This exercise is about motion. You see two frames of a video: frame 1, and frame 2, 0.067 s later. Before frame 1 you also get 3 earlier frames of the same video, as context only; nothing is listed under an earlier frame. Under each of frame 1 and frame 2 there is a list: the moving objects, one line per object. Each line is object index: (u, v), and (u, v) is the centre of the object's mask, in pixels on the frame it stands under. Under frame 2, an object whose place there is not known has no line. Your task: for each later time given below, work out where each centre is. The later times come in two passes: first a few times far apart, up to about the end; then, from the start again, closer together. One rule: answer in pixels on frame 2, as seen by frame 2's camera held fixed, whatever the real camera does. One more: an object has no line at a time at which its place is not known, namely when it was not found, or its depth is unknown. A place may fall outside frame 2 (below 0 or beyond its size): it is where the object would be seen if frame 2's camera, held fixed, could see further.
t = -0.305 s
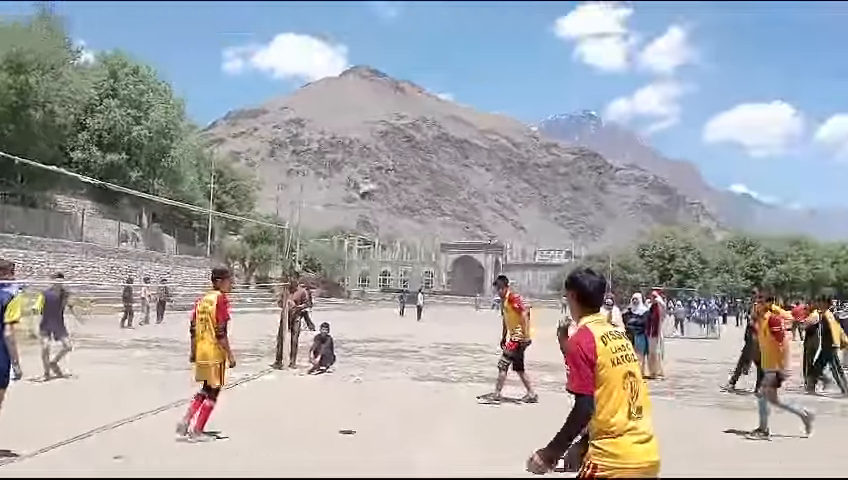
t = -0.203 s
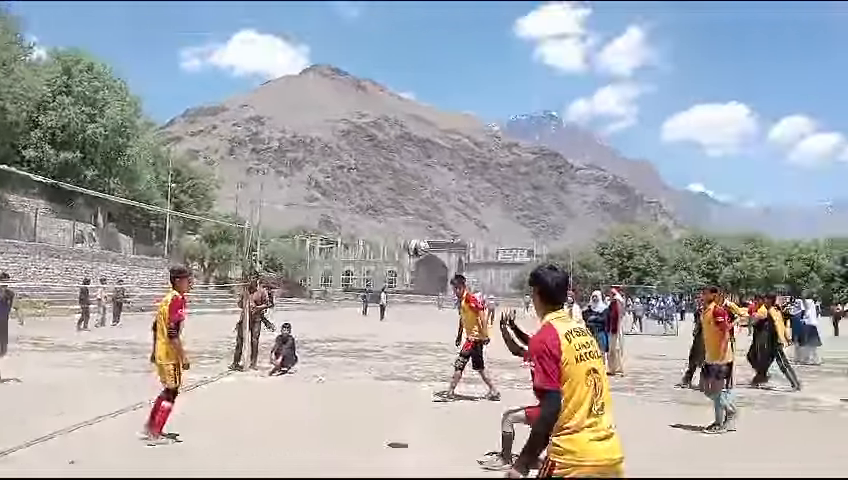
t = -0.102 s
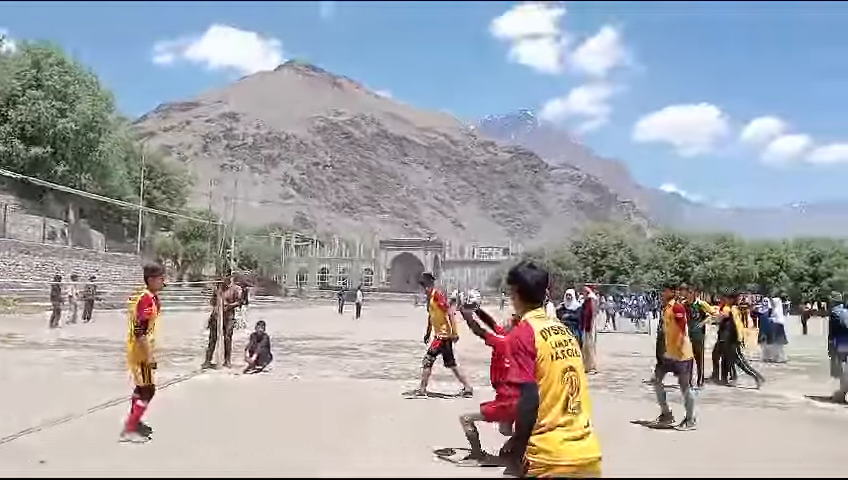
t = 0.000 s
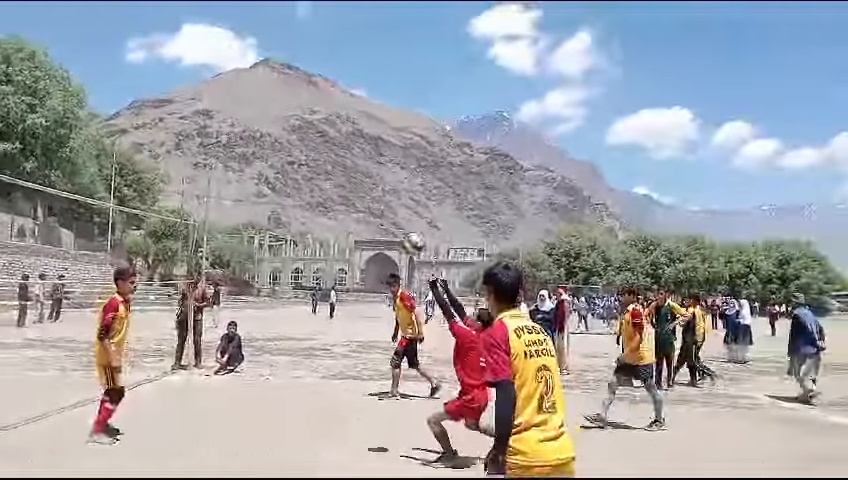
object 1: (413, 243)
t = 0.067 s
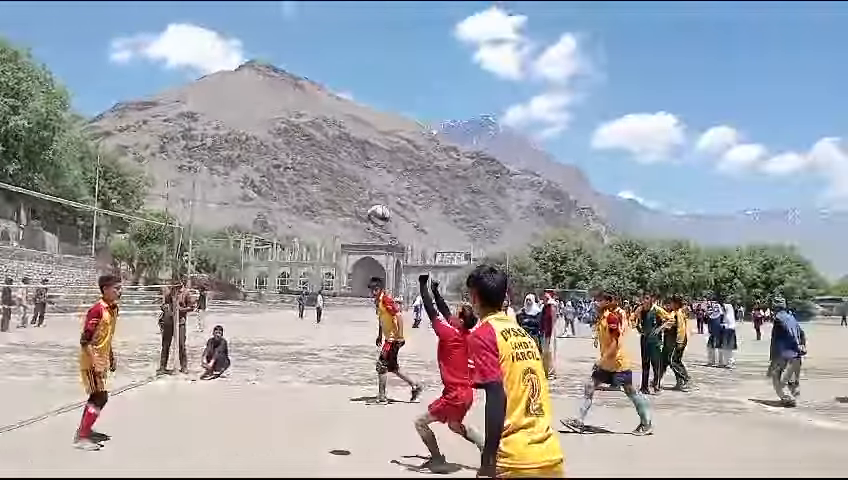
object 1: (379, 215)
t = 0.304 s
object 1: (303, 142)
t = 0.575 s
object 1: (213, 128)
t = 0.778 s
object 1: (139, 168)
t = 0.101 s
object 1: (367, 202)
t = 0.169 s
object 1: (346, 177)
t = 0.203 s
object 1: (335, 166)
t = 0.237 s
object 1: (323, 155)
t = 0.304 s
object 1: (303, 142)
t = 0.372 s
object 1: (281, 129)
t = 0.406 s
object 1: (271, 128)
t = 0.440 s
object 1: (259, 123)
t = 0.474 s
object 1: (246, 123)
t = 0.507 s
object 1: (235, 124)
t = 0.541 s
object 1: (223, 125)
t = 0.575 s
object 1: (213, 128)
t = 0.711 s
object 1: (165, 151)
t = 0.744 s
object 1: (152, 163)
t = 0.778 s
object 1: (139, 168)
